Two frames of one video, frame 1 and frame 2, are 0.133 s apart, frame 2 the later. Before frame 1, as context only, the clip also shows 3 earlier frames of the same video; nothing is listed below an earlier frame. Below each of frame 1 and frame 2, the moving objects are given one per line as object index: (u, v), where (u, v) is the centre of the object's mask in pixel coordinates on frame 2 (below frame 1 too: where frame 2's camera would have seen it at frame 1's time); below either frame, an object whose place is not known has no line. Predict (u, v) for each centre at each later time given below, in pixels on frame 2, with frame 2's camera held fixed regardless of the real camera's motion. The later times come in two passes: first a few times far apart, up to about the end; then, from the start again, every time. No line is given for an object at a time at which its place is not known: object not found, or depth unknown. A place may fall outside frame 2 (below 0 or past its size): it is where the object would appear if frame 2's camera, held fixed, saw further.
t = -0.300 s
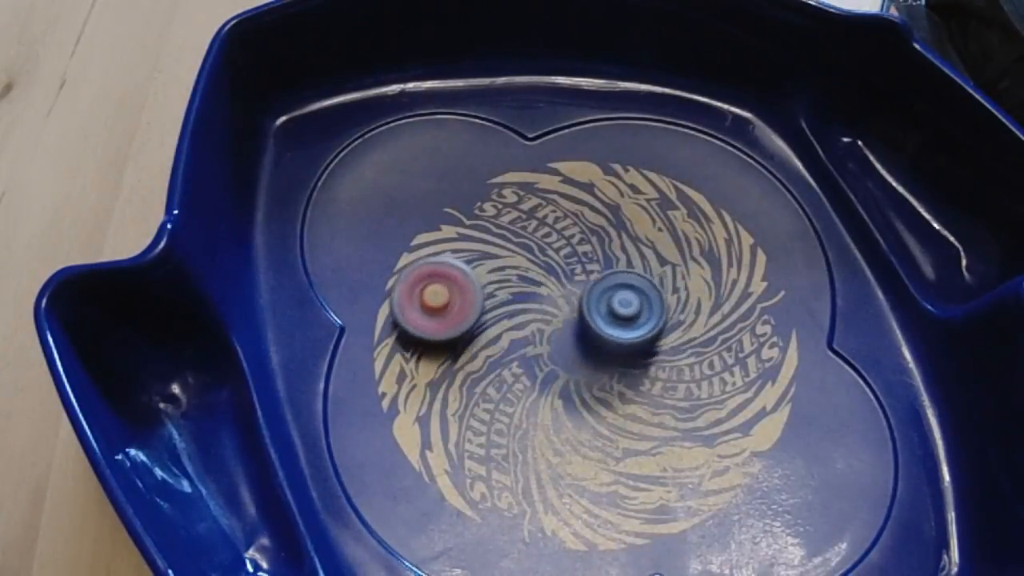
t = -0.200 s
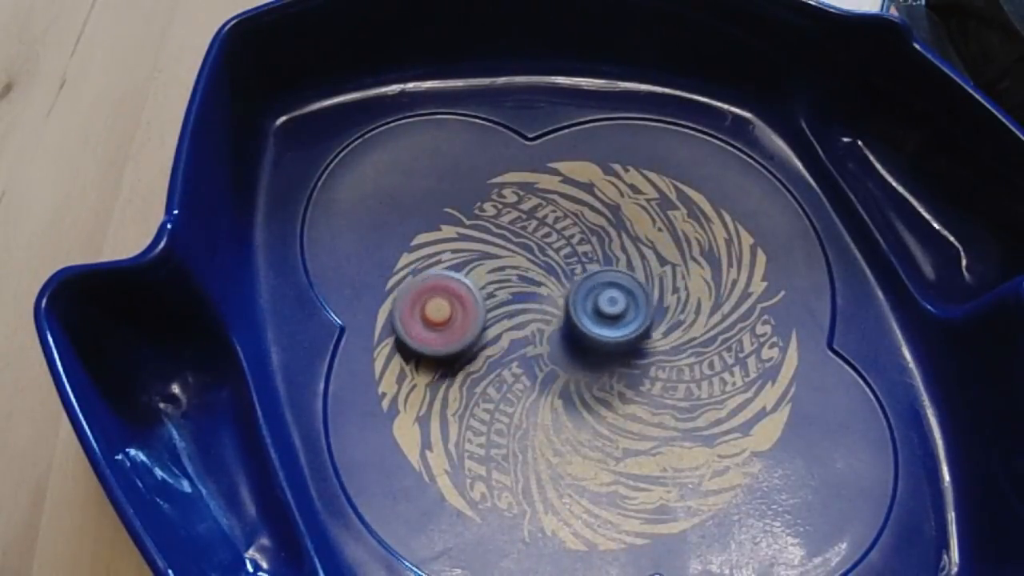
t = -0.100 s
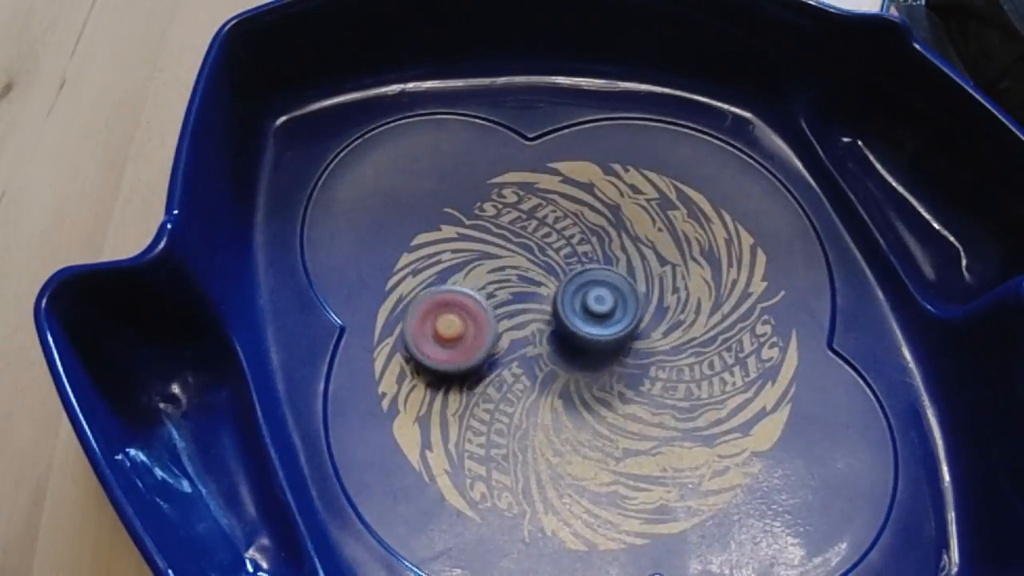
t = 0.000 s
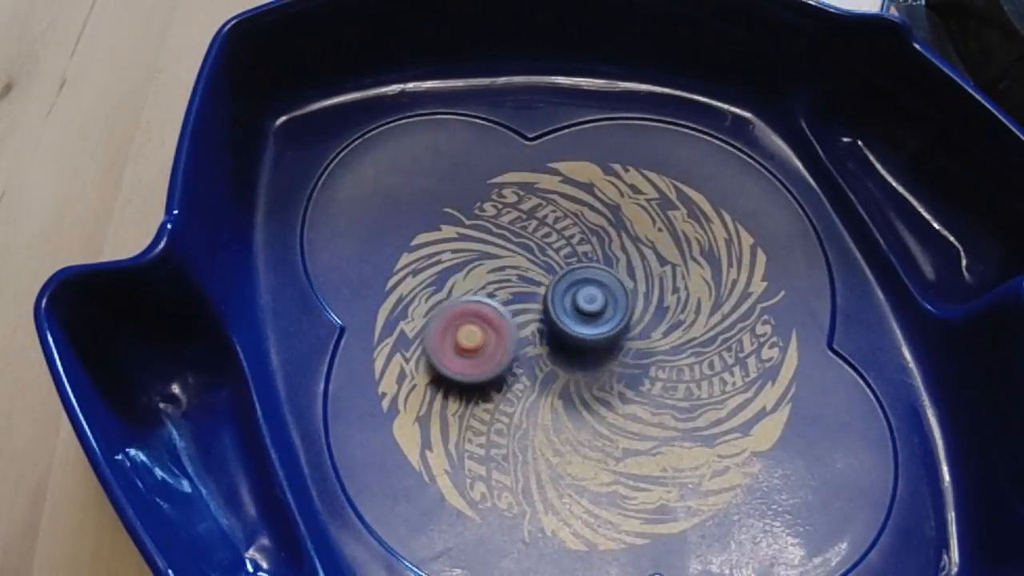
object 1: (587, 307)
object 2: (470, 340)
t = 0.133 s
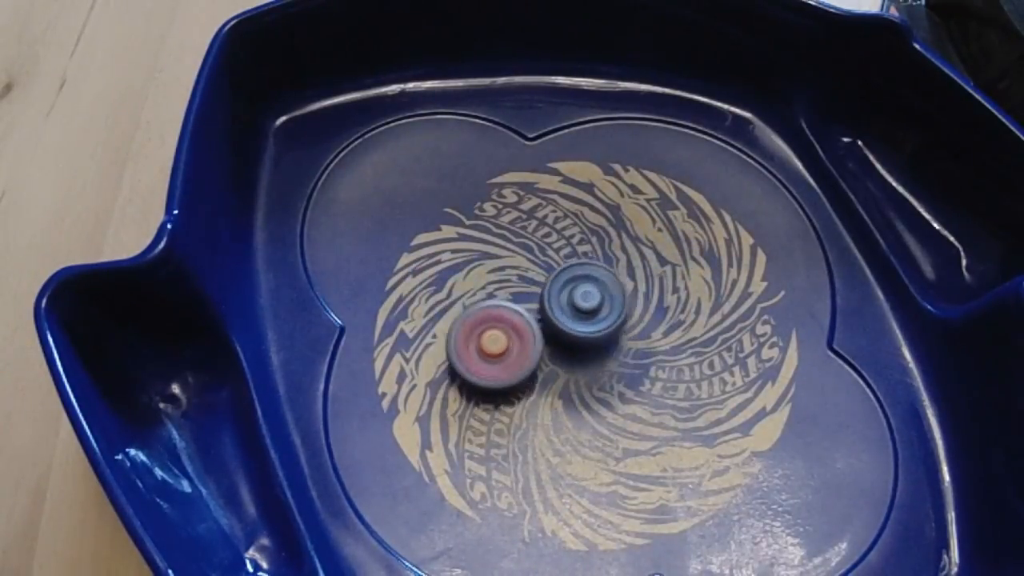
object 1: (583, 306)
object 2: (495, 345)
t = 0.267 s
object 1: (588, 300)
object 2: (503, 351)
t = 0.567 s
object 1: (604, 299)
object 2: (568, 385)
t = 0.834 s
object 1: (646, 202)
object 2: (627, 492)
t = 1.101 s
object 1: (662, 184)
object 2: (674, 544)
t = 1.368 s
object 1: (670, 201)
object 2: (718, 533)
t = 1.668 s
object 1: (657, 236)
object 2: (667, 442)
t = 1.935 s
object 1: (629, 255)
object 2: (590, 369)
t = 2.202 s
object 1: (598, 253)
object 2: (515, 321)
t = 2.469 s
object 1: (583, 239)
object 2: (450, 272)
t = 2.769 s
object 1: (594, 224)
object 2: (408, 282)
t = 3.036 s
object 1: (613, 232)
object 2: (459, 316)
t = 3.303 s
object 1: (620, 254)
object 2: (547, 323)
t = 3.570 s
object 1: (637, 250)
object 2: (615, 367)
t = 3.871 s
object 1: (631, 259)
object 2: (670, 340)
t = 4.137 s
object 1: (618, 266)
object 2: (676, 348)
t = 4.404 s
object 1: (595, 275)
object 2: (677, 361)
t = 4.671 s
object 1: (571, 289)
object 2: (687, 381)
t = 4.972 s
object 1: (558, 309)
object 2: (691, 384)
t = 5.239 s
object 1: (557, 328)
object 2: (684, 383)
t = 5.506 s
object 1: (565, 347)
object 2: (661, 393)
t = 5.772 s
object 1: (571, 356)
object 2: (650, 424)
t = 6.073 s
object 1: (584, 357)
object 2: (654, 433)
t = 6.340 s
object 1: (583, 334)
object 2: (667, 445)
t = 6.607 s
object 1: (588, 321)
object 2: (697, 451)
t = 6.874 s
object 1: (601, 319)
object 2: (682, 413)
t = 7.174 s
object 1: (602, 324)
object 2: (629, 413)
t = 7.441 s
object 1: (593, 331)
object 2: (595, 443)
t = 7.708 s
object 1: (584, 338)
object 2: (580, 466)
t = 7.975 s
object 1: (579, 343)
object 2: (580, 466)
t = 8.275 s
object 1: (582, 343)
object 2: (577, 434)
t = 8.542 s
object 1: (602, 296)
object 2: (545, 502)
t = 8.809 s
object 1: (613, 302)
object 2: (569, 528)
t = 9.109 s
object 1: (603, 324)
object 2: (591, 464)
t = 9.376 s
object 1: (585, 317)
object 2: (577, 404)
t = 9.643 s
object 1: (600, 285)
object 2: (532, 407)
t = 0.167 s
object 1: (586, 302)
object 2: (495, 347)
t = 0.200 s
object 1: (587, 302)
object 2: (497, 349)
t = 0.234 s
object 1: (587, 301)
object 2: (500, 350)
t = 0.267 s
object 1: (588, 300)
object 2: (503, 351)
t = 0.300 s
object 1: (588, 300)
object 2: (506, 353)
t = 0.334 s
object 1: (589, 300)
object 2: (510, 354)
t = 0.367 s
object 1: (590, 300)
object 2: (514, 356)
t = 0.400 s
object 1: (591, 299)
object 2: (519, 358)
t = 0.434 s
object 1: (593, 299)
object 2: (526, 361)
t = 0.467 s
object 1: (594, 299)
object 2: (534, 366)
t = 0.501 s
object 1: (597, 300)
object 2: (545, 373)
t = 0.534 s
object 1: (601, 297)
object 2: (554, 380)
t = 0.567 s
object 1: (604, 299)
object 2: (568, 385)
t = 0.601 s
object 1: (606, 299)
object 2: (580, 388)
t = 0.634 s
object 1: (608, 300)
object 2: (593, 387)
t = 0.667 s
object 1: (611, 295)
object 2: (602, 393)
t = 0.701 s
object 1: (621, 261)
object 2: (608, 422)
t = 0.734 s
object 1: (629, 239)
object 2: (615, 448)
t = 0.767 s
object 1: (636, 222)
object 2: (617, 468)
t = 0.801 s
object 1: (642, 210)
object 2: (622, 482)
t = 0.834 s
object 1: (646, 202)
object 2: (627, 492)
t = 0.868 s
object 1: (650, 194)
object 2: (632, 501)
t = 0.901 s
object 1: (653, 189)
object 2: (637, 510)
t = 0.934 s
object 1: (655, 187)
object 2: (642, 519)
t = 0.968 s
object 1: (656, 185)
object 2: (648, 526)
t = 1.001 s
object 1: (658, 184)
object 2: (653, 532)
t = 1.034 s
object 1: (659, 184)
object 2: (659, 538)
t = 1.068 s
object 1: (661, 184)
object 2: (665, 541)
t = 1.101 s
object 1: (662, 184)
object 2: (674, 544)
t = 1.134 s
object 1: (663, 185)
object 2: (682, 545)
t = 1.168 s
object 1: (664, 187)
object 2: (689, 546)
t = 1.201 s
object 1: (666, 187)
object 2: (697, 547)
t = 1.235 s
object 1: (668, 189)
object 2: (702, 547)
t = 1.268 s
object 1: (668, 191)
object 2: (706, 546)
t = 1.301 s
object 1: (670, 195)
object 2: (711, 543)
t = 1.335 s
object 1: (670, 198)
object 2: (716, 538)
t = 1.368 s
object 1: (670, 201)
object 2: (718, 533)
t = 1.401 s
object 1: (670, 205)
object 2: (718, 525)
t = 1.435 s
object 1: (669, 209)
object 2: (717, 513)
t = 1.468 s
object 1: (669, 213)
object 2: (713, 503)
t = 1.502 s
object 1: (668, 217)
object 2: (708, 490)
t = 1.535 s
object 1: (667, 221)
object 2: (702, 480)
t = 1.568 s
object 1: (664, 226)
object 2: (693, 470)
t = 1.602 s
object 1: (662, 230)
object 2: (685, 460)
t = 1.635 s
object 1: (660, 233)
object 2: (676, 451)
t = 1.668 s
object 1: (657, 236)
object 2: (667, 442)
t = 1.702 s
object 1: (654, 239)
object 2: (656, 432)
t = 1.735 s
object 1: (651, 243)
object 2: (646, 423)
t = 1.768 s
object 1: (649, 246)
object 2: (635, 416)
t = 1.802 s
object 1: (645, 249)
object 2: (625, 407)
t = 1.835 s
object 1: (641, 251)
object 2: (614, 399)
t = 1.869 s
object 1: (637, 252)
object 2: (605, 390)
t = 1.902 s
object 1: (634, 254)
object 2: (597, 379)
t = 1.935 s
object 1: (629, 255)
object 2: (590, 369)
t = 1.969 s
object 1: (624, 256)
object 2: (581, 361)
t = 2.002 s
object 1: (620, 256)
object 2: (573, 353)
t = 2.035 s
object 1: (617, 256)
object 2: (563, 346)
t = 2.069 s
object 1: (612, 256)
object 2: (553, 340)
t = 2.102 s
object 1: (608, 256)
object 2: (543, 335)
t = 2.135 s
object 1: (605, 255)
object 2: (533, 329)
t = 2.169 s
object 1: (601, 255)
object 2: (523, 326)
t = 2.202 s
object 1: (598, 253)
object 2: (515, 321)
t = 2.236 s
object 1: (595, 252)
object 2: (506, 315)
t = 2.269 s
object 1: (592, 250)
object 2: (497, 308)
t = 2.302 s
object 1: (590, 248)
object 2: (490, 300)
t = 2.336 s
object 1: (588, 247)
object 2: (482, 293)
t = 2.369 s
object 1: (586, 245)
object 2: (474, 285)
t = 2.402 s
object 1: (585, 243)
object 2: (466, 280)
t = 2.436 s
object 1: (584, 241)
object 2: (459, 276)
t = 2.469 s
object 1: (583, 239)
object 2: (450, 272)
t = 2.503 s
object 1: (583, 236)
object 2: (442, 268)
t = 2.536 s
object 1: (584, 234)
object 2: (435, 266)
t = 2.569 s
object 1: (584, 232)
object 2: (428, 266)
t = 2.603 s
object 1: (585, 230)
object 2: (422, 267)
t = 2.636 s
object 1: (586, 228)
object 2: (416, 268)
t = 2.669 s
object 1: (588, 227)
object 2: (412, 270)
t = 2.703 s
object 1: (590, 226)
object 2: (409, 273)
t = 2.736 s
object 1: (592, 225)
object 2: (408, 277)
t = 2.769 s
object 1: (594, 224)
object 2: (408, 282)
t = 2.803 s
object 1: (596, 224)
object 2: (409, 287)
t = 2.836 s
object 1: (599, 224)
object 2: (414, 293)
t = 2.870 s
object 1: (602, 224)
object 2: (419, 299)
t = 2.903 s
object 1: (604, 225)
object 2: (425, 304)
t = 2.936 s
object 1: (606, 227)
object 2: (433, 308)
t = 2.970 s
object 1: (608, 228)
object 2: (440, 311)
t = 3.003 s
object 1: (611, 230)
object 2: (450, 314)
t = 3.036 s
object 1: (613, 232)
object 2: (459, 316)
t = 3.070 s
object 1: (614, 234)
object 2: (469, 317)
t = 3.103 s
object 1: (616, 237)
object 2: (479, 318)
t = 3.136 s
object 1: (618, 239)
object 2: (489, 318)
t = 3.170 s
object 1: (619, 242)
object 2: (499, 317)
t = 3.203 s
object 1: (619, 245)
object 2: (511, 315)
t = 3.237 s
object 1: (620, 247)
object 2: (524, 315)
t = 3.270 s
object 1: (620, 250)
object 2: (535, 318)
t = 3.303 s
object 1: (620, 254)
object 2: (547, 323)
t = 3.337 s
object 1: (620, 257)
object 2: (559, 326)
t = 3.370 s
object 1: (623, 255)
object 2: (566, 333)
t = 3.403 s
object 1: (631, 249)
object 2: (569, 343)
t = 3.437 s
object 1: (636, 247)
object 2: (576, 352)
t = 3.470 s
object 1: (637, 248)
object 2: (584, 357)
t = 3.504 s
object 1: (637, 248)
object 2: (593, 361)
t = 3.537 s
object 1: (637, 249)
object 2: (604, 364)
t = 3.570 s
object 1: (637, 250)
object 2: (615, 367)
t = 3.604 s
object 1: (637, 250)
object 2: (625, 366)
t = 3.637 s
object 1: (636, 251)
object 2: (634, 364)
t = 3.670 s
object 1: (636, 252)
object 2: (644, 360)
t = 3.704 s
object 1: (635, 253)
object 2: (652, 355)
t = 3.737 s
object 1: (634, 254)
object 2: (657, 351)
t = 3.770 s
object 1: (633, 255)
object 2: (662, 346)
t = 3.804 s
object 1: (633, 257)
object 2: (666, 343)
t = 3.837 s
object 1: (632, 258)
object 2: (668, 341)
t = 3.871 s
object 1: (631, 259)
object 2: (670, 340)
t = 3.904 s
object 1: (630, 260)
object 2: (672, 340)
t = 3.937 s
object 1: (629, 261)
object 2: (673, 340)
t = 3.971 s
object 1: (627, 262)
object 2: (674, 340)
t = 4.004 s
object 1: (625, 263)
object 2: (675, 342)
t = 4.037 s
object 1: (624, 264)
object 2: (676, 343)
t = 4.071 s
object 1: (622, 265)
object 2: (676, 345)
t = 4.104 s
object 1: (620, 266)
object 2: (676, 346)
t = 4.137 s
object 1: (618, 266)
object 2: (676, 348)
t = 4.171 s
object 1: (616, 267)
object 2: (676, 349)
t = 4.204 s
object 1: (614, 268)
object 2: (676, 350)
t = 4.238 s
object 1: (612, 268)
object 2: (676, 352)
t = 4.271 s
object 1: (608, 268)
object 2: (676, 353)
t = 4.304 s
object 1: (605, 270)
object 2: (676, 355)
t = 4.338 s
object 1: (602, 271)
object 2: (676, 356)
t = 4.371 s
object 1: (599, 273)
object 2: (677, 358)
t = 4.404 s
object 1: (595, 275)
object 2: (677, 361)
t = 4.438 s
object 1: (592, 276)
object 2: (677, 364)
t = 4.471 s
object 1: (589, 277)
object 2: (678, 367)
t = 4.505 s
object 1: (585, 279)
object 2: (680, 370)
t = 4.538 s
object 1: (582, 281)
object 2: (682, 373)
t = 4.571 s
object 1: (579, 282)
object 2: (683, 375)
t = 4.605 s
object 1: (576, 285)
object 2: (685, 378)
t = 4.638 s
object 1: (574, 286)
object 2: (686, 379)
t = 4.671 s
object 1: (571, 289)
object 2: (687, 381)
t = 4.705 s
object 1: (569, 291)
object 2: (688, 383)
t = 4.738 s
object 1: (567, 294)
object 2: (688, 384)
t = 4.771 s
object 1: (565, 295)
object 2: (689, 384)
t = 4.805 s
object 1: (564, 297)
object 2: (689, 385)
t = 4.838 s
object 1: (563, 300)
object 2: (690, 385)
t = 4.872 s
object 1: (561, 301)
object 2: (690, 385)
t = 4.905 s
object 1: (560, 303)
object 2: (690, 385)
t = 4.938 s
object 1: (559, 306)
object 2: (691, 385)
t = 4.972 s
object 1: (558, 309)
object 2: (691, 384)
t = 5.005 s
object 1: (558, 311)
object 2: (691, 383)
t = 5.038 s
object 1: (557, 313)
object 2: (691, 383)
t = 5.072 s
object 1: (557, 316)
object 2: (691, 383)
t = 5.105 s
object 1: (557, 317)
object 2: (690, 382)
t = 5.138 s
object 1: (556, 321)
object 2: (689, 382)
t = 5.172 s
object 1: (557, 323)
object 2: (688, 382)
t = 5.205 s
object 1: (557, 326)
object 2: (687, 382)
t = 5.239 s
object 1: (557, 328)
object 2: (684, 383)
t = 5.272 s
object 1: (558, 332)
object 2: (683, 385)
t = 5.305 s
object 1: (558, 334)
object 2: (680, 386)
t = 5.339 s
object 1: (559, 336)
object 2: (677, 387)
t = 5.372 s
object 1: (560, 338)
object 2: (674, 388)
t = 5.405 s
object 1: (561, 340)
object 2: (671, 390)
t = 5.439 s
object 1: (562, 342)
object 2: (668, 391)
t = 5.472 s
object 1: (564, 344)
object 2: (665, 392)
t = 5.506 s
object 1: (565, 347)
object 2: (661, 393)
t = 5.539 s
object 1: (566, 348)
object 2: (657, 395)
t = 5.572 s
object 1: (567, 350)
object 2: (653, 397)
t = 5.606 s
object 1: (567, 351)
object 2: (651, 401)
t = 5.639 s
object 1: (568, 352)
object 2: (651, 406)
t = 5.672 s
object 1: (569, 353)
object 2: (650, 411)
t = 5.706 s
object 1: (569, 355)
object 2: (649, 416)
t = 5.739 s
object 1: (570, 355)
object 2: (650, 420)
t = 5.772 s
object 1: (571, 356)
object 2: (650, 424)
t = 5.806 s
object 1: (571, 357)
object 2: (651, 427)
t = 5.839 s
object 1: (573, 357)
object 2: (651, 429)
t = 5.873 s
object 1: (574, 357)
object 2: (651, 431)
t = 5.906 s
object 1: (575, 357)
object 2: (652, 432)
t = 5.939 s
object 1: (577, 358)
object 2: (652, 433)
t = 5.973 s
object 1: (579, 357)
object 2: (653, 434)
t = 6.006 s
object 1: (581, 357)
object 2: (653, 434)
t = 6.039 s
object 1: (582, 357)
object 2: (653, 434)
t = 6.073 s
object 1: (584, 357)
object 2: (654, 433)
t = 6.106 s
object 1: (584, 357)
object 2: (654, 432)
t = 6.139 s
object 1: (586, 357)
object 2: (653, 431)
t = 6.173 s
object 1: (588, 357)
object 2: (654, 428)
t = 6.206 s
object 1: (589, 356)
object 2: (653, 426)
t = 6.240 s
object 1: (587, 351)
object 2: (656, 430)
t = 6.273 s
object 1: (584, 341)
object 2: (660, 437)
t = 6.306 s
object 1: (584, 337)
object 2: (664, 442)
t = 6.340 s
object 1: (583, 334)
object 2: (667, 445)
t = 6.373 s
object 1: (583, 333)
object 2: (672, 449)
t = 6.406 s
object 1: (583, 330)
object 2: (676, 451)
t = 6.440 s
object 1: (583, 328)
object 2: (681, 454)
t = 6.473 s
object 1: (584, 327)
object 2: (685, 455)
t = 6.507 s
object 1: (585, 325)
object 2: (689, 456)
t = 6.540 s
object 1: (585, 323)
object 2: (692, 455)
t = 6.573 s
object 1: (587, 323)
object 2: (695, 453)
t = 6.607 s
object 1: (588, 321)
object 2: (697, 451)
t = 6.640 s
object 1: (589, 320)
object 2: (698, 447)
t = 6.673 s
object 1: (591, 320)
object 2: (699, 443)
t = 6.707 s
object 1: (593, 319)
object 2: (698, 437)
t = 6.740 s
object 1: (594, 319)
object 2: (696, 433)
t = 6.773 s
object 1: (596, 318)
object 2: (692, 428)
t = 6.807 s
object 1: (598, 318)
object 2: (690, 423)
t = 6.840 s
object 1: (599, 318)
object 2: (686, 417)
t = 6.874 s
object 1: (601, 319)
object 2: (682, 413)
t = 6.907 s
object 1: (603, 320)
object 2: (676, 408)
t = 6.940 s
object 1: (604, 321)
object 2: (669, 404)
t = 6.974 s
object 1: (605, 323)
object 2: (663, 401)
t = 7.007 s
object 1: (605, 322)
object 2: (657, 401)
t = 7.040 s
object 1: (605, 321)
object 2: (652, 403)
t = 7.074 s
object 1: (605, 321)
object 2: (646, 405)
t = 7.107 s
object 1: (604, 322)
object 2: (639, 408)
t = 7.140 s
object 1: (604, 323)
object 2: (634, 411)
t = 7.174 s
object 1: (602, 324)
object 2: (629, 413)
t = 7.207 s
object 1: (602, 325)
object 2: (623, 417)
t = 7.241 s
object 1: (601, 325)
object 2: (618, 421)
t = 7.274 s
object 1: (600, 327)
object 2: (613, 424)
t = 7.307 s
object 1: (599, 327)
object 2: (609, 427)
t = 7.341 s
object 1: (597, 329)
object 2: (606, 431)
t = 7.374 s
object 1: (595, 330)
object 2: (602, 435)
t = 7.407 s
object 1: (594, 330)
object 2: (598, 440)
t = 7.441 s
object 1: (593, 331)
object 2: (595, 443)
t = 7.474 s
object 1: (591, 334)
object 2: (592, 446)
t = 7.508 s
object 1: (590, 335)
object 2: (590, 450)
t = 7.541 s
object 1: (589, 335)
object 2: (588, 454)
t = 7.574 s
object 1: (588, 336)
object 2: (586, 456)
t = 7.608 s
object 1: (587, 337)
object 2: (584, 460)
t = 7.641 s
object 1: (586, 338)
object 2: (582, 463)
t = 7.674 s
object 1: (585, 338)
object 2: (581, 464)
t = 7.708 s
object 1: (584, 338)
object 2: (580, 466)
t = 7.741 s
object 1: (583, 339)
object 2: (579, 467)
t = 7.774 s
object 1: (582, 340)
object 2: (579, 469)
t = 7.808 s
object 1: (581, 340)
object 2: (579, 469)
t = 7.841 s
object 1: (580, 342)
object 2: (579, 469)
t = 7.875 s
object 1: (580, 342)
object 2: (579, 470)
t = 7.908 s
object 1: (579, 342)
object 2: (579, 468)
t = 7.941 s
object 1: (579, 342)
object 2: (579, 468)
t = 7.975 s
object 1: (579, 343)
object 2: (580, 466)
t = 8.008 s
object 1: (578, 342)
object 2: (581, 464)
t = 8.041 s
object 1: (578, 343)
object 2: (581, 462)
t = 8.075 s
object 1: (578, 343)
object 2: (581, 459)
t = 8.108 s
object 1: (578, 343)
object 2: (581, 455)
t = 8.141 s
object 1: (579, 343)
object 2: (582, 451)
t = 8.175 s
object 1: (580, 344)
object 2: (581, 448)
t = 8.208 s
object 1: (580, 342)
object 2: (580, 444)
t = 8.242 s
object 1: (581, 344)
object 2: (578, 438)
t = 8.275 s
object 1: (582, 343)
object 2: (577, 434)
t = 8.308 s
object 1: (586, 331)
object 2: (571, 439)
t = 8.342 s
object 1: (592, 315)
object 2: (564, 453)
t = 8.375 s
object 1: (595, 307)
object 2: (558, 463)
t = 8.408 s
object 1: (597, 303)
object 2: (555, 470)
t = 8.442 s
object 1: (599, 300)
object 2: (551, 478)
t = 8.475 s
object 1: (599, 300)
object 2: (548, 486)
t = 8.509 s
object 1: (601, 298)
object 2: (546, 493)
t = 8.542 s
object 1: (602, 296)
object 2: (545, 502)
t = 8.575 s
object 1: (603, 296)
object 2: (545, 509)
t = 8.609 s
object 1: (606, 296)
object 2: (547, 515)
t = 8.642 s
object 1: (607, 295)
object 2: (549, 522)
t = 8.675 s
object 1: (609, 296)
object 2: (552, 527)
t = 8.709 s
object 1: (610, 296)
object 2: (556, 529)
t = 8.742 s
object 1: (611, 300)
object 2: (560, 529)
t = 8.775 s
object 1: (613, 300)
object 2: (564, 529)
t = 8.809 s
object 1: (613, 302)
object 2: (569, 528)
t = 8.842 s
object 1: (614, 305)
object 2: (575, 526)
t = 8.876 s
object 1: (614, 307)
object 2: (579, 521)
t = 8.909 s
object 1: (614, 309)
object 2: (584, 514)
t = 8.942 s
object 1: (613, 311)
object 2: (587, 507)
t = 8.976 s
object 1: (611, 314)
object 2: (589, 500)
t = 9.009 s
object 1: (610, 317)
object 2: (591, 491)
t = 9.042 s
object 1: (608, 320)
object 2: (591, 483)
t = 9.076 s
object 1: (606, 322)
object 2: (592, 473)
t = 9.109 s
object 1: (603, 324)
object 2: (591, 464)
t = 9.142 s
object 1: (601, 325)
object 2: (591, 455)
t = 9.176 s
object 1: (598, 328)
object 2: (590, 446)
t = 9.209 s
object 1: (595, 329)
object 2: (589, 438)
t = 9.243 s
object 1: (592, 328)
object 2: (586, 430)
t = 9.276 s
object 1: (589, 331)
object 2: (586, 422)
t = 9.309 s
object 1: (586, 327)
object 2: (583, 415)
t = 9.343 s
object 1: (585, 323)
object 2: (580, 410)
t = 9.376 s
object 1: (585, 317)
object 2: (577, 404)
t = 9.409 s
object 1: (587, 312)
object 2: (573, 400)
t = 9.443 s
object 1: (588, 308)
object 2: (570, 394)
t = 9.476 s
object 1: (588, 303)
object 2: (565, 395)
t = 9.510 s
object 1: (590, 297)
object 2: (559, 397)
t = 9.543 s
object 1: (592, 293)
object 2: (552, 400)
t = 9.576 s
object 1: (593, 291)
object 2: (544, 402)
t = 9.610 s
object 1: (597, 287)
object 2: (538, 404)
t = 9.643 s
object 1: (600, 285)
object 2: (532, 407)
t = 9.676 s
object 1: (606, 284)
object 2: (527, 409)
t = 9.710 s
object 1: (608, 284)
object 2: (521, 412)
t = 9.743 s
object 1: (614, 282)
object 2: (516, 415)
